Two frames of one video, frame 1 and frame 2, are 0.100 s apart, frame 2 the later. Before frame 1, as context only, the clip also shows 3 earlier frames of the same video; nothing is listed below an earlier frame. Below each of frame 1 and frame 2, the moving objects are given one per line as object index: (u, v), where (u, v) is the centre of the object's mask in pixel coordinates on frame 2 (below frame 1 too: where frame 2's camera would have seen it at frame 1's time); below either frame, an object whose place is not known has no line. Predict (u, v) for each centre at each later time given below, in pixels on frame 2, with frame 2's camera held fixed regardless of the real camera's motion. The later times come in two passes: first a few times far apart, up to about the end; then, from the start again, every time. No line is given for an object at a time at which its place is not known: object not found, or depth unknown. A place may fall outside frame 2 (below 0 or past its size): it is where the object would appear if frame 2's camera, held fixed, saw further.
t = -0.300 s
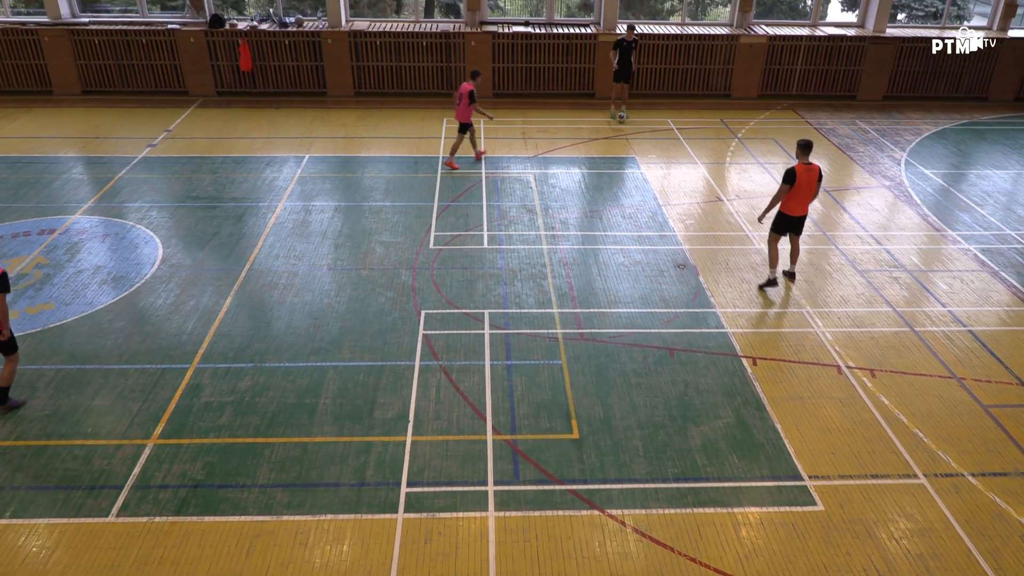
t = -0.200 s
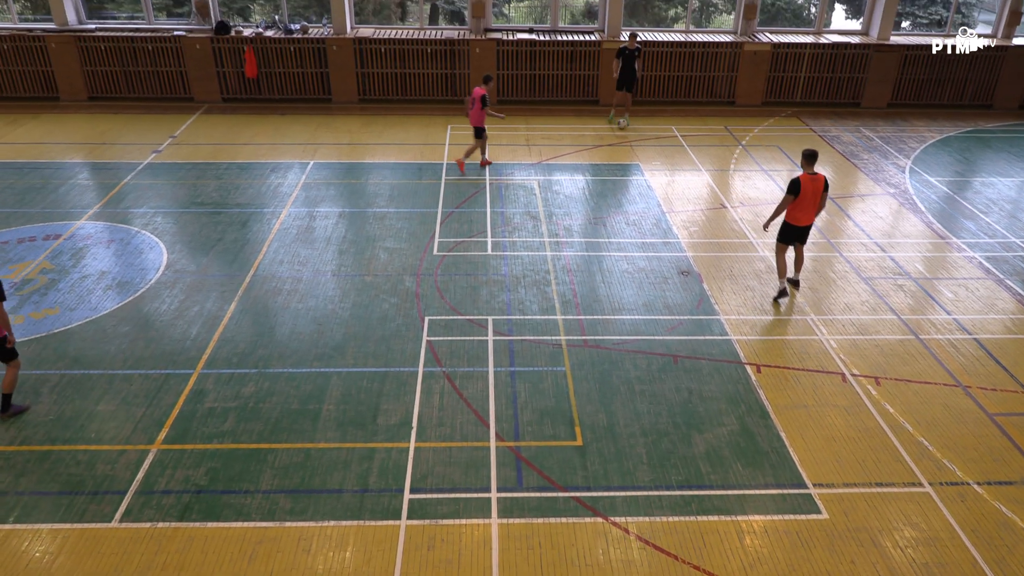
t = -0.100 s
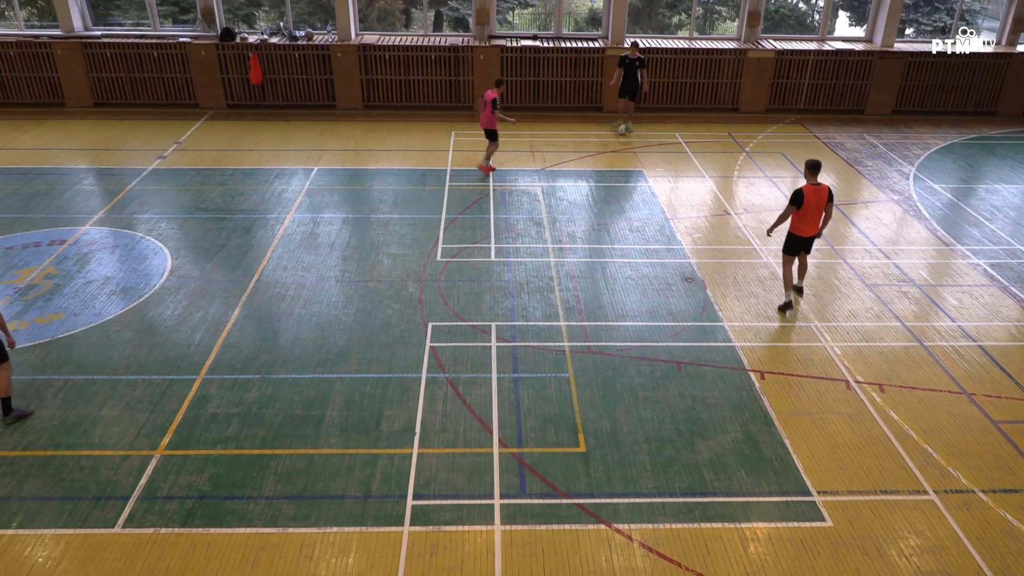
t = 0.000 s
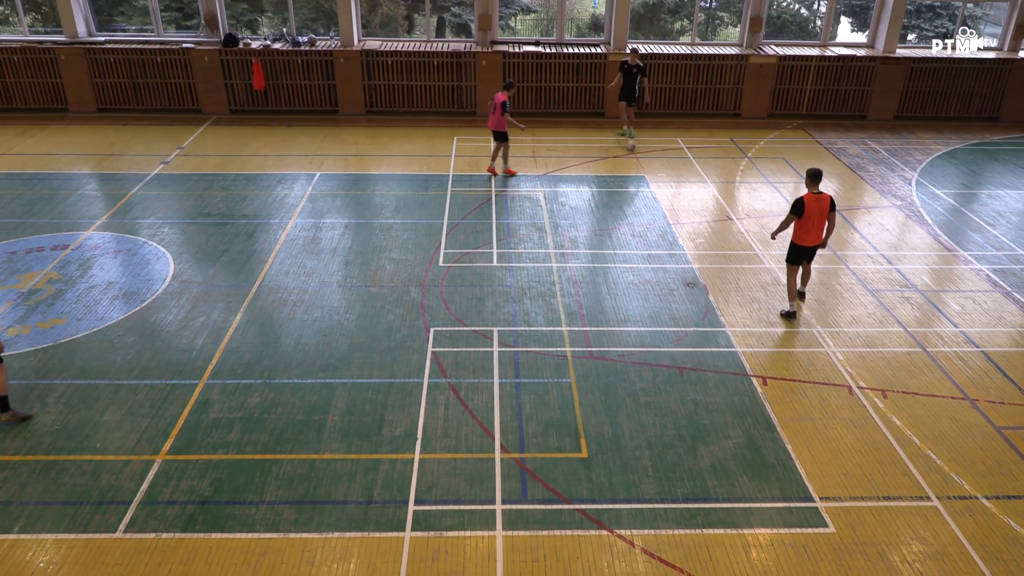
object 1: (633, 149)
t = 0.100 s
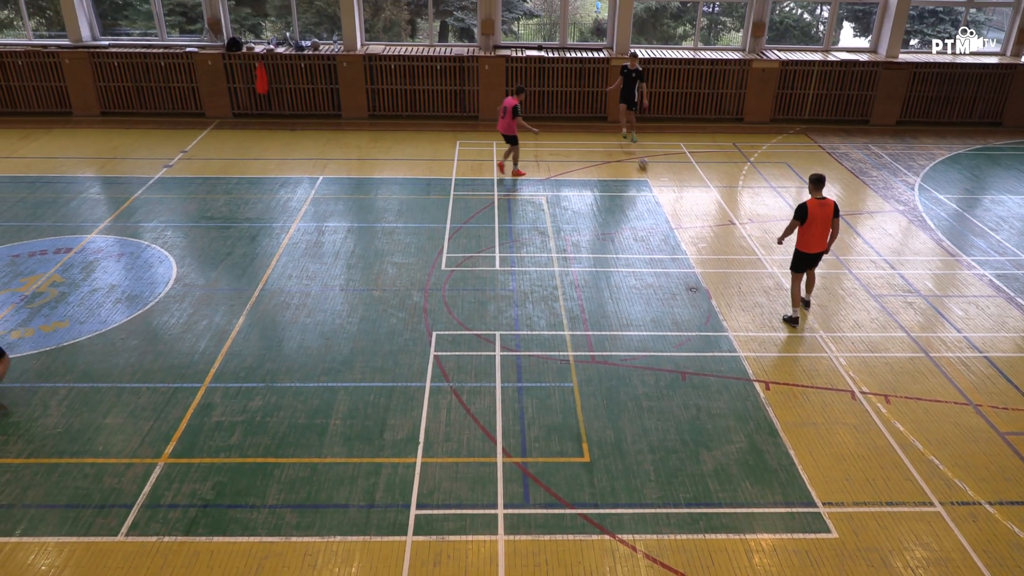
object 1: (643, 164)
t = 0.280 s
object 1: (661, 189)
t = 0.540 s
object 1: (690, 227)
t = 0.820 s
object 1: (723, 271)
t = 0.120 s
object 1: (644, 167)
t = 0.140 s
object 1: (647, 170)
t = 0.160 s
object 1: (649, 172)
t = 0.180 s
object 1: (651, 175)
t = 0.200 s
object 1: (654, 179)
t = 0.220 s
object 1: (655, 182)
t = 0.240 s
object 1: (658, 184)
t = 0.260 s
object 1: (659, 187)
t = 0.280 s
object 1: (661, 189)
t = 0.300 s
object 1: (664, 192)
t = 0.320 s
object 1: (666, 195)
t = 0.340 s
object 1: (668, 197)
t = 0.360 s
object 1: (670, 200)
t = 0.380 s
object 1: (672, 203)
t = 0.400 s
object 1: (675, 206)
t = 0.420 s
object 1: (677, 210)
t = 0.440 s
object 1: (679, 212)
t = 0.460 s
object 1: (681, 215)
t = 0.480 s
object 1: (683, 218)
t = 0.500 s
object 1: (686, 221)
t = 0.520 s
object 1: (688, 224)
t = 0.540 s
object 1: (690, 227)
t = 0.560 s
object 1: (692, 230)
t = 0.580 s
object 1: (695, 233)
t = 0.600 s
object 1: (697, 236)
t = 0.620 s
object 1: (699, 239)
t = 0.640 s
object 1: (702, 242)
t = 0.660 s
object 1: (704, 245)
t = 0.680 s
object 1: (706, 248)
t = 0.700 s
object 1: (708, 251)
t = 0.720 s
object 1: (711, 254)
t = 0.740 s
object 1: (713, 258)
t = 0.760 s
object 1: (716, 261)
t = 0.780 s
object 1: (718, 264)
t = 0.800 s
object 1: (720, 268)
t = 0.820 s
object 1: (723, 271)
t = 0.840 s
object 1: (726, 274)
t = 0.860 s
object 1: (728, 277)
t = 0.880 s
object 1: (731, 281)
